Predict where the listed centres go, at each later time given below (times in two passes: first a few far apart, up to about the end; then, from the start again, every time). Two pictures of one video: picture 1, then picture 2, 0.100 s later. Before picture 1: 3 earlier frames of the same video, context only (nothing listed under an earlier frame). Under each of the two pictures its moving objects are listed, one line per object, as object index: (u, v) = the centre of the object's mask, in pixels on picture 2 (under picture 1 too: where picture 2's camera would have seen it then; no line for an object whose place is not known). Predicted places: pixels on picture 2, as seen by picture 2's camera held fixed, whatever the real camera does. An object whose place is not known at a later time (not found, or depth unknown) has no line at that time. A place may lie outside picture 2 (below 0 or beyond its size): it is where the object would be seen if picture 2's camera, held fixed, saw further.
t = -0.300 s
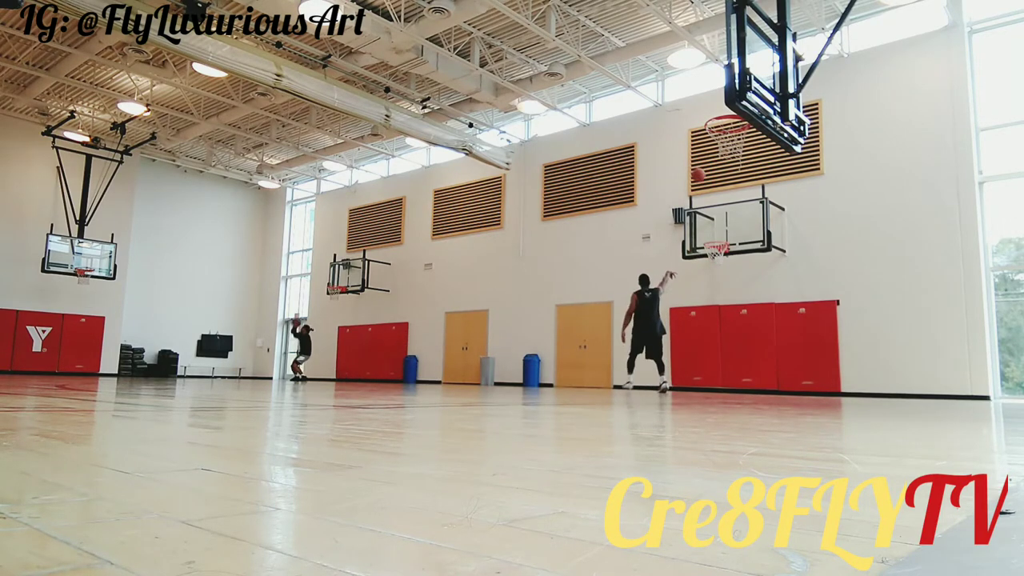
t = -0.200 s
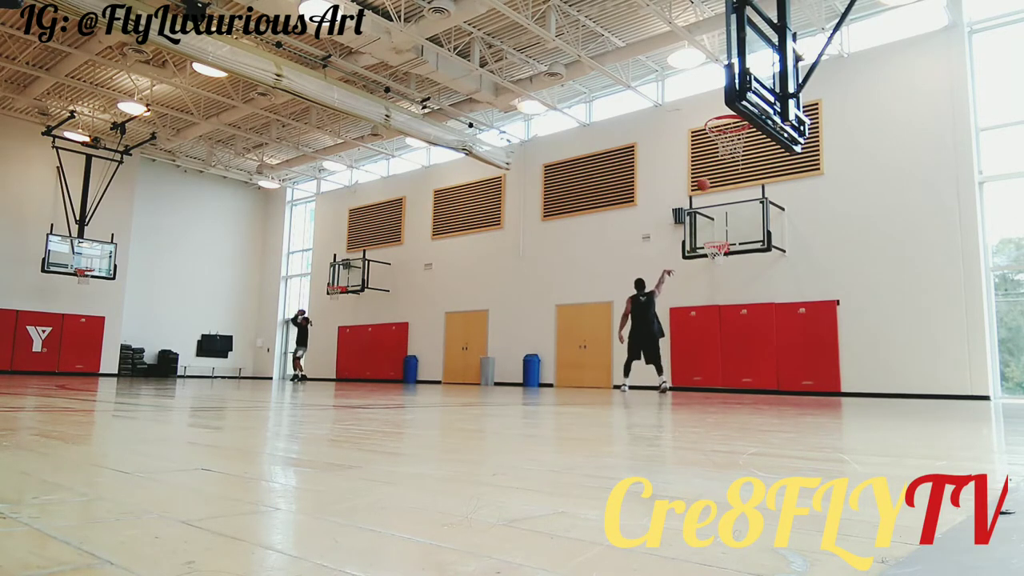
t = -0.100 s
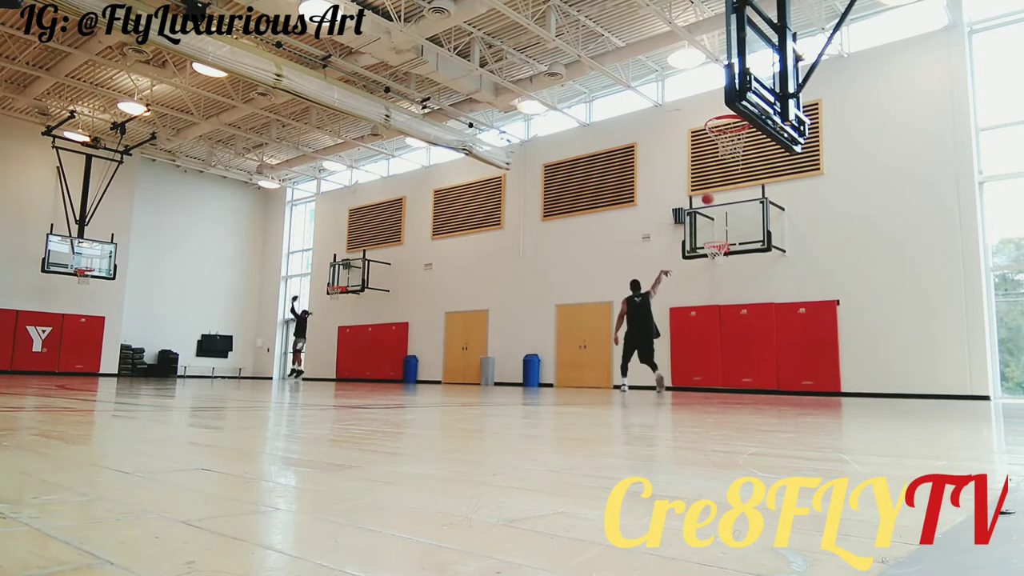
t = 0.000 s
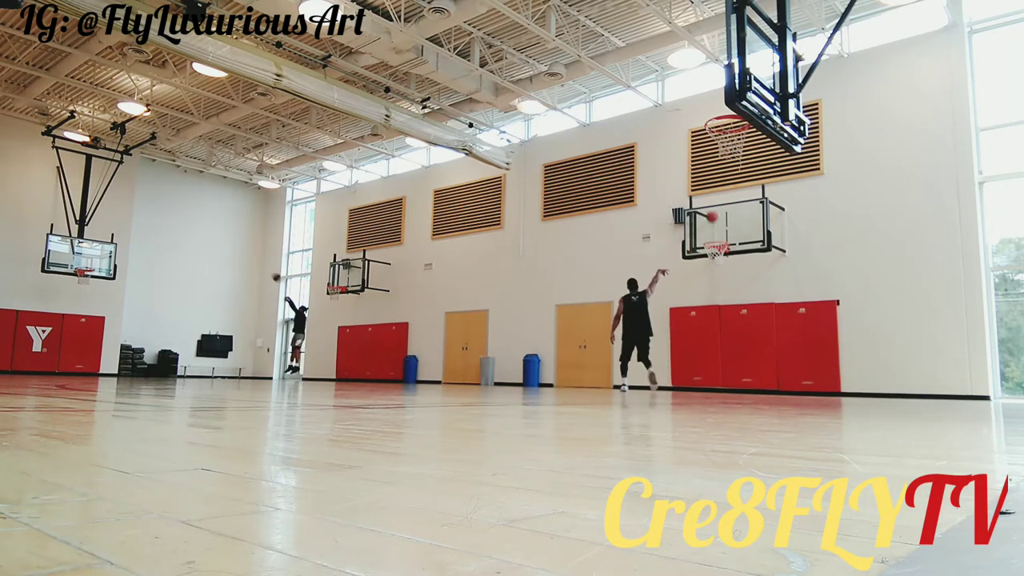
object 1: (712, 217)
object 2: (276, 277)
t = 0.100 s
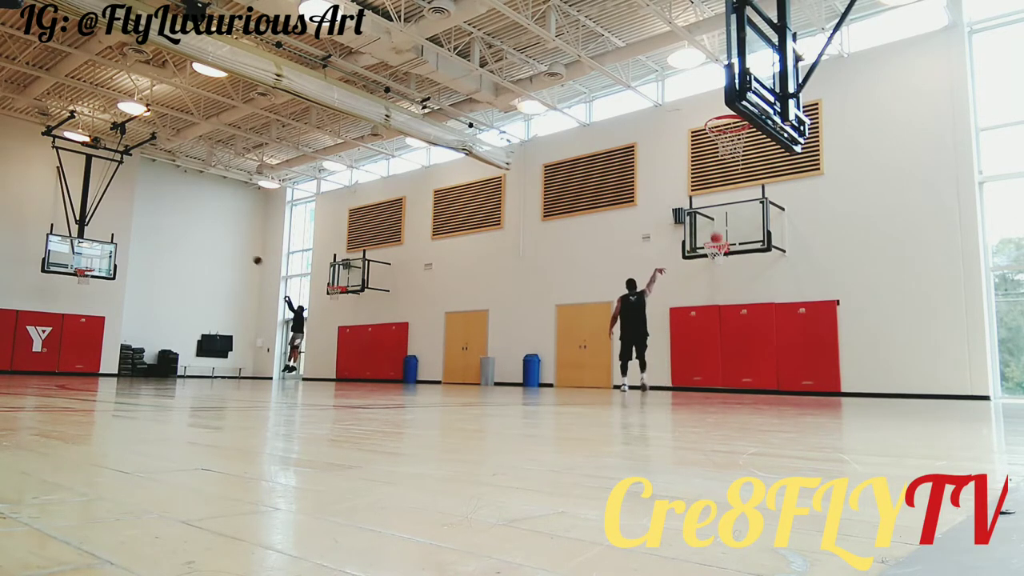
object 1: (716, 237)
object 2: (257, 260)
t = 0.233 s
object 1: (712, 261)
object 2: (231, 243)
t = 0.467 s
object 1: (710, 289)
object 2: (187, 229)
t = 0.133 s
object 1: (718, 245)
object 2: (250, 255)
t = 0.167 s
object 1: (716, 248)
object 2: (244, 251)
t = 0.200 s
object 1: (713, 257)
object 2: (237, 247)
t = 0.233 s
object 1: (712, 261)
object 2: (231, 243)
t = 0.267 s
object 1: (712, 263)
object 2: (225, 240)
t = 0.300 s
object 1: (712, 266)
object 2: (218, 238)
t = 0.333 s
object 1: (712, 269)
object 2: (212, 235)
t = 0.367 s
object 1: (712, 273)
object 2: (205, 233)
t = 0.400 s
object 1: (711, 278)
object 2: (199, 231)
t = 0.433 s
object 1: (711, 283)
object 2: (193, 230)
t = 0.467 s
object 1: (710, 289)
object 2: (187, 229)
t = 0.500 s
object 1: (710, 295)
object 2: (181, 228)
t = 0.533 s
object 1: (710, 302)
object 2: (174, 228)
